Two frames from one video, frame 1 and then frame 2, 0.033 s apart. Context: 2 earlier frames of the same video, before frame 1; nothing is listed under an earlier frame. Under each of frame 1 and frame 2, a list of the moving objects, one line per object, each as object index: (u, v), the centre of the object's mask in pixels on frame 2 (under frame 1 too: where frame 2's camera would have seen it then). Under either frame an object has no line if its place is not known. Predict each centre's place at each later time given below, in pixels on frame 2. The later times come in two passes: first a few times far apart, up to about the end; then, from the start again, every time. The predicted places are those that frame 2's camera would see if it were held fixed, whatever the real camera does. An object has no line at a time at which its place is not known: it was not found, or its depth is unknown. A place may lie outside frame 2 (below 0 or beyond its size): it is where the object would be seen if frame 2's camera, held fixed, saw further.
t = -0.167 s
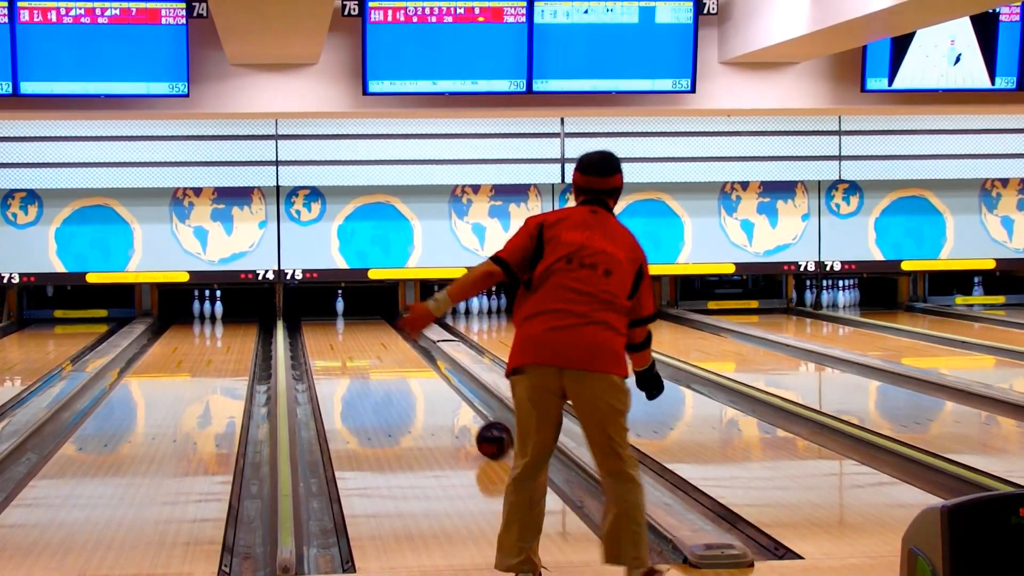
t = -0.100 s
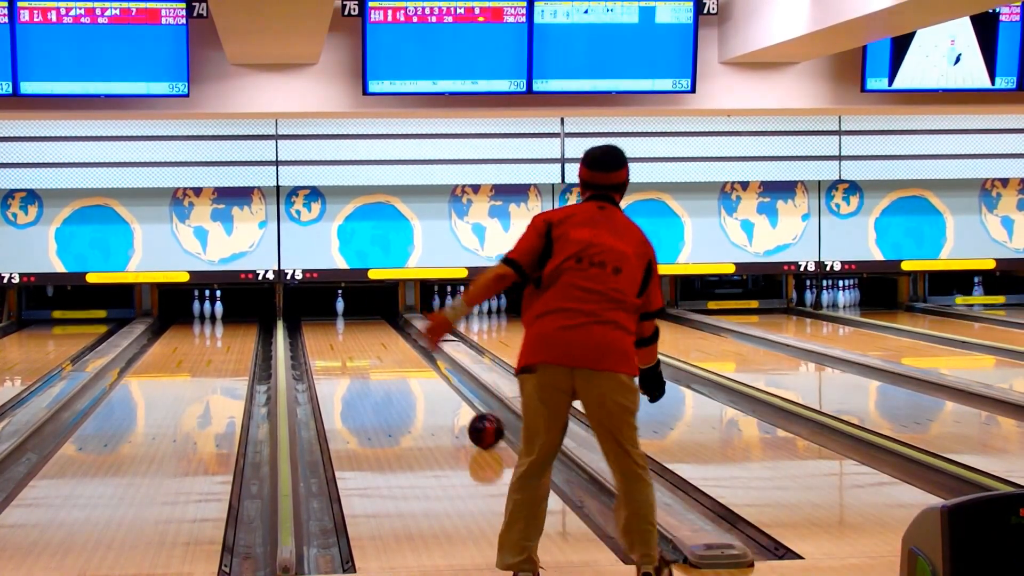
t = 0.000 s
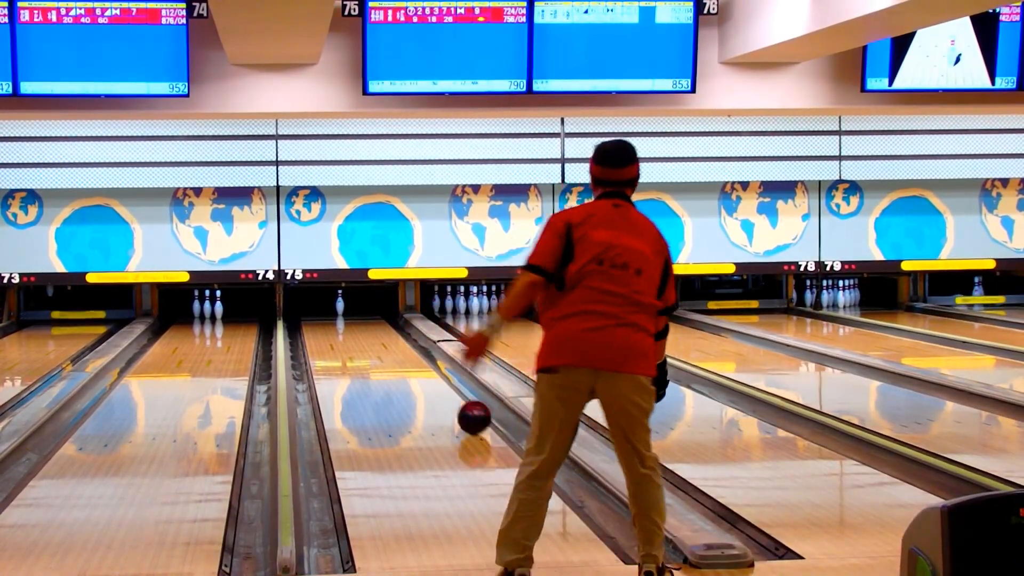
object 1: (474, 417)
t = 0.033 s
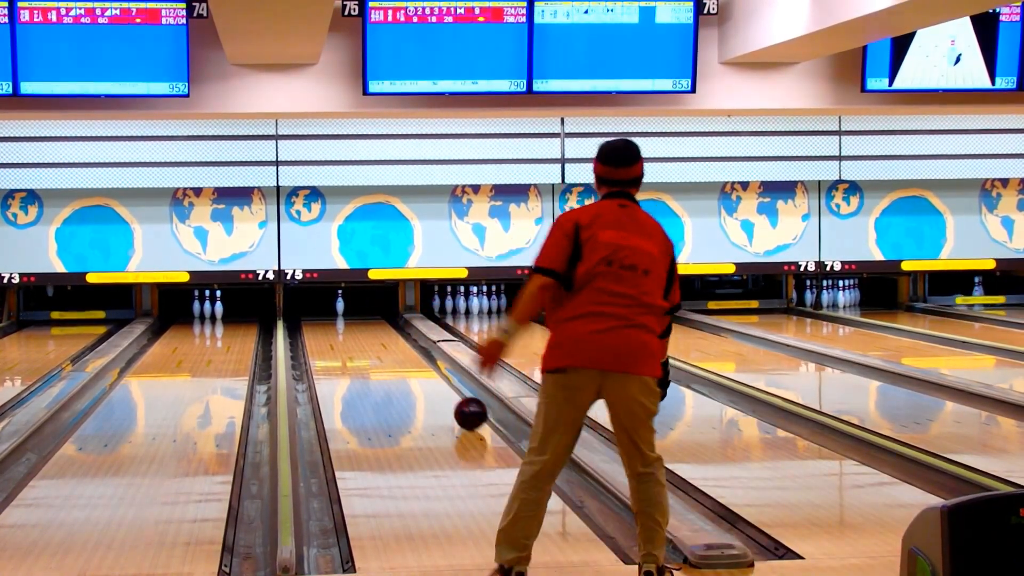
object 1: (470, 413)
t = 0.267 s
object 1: (448, 390)
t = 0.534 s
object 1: (428, 368)
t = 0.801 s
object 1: (411, 352)
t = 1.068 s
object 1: (397, 339)
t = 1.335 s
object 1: (384, 328)
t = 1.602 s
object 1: (371, 320)
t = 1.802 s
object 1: (360, 315)
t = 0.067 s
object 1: (467, 409)
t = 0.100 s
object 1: (463, 406)
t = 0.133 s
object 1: (460, 402)
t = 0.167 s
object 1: (457, 399)
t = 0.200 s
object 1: (454, 395)
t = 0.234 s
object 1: (451, 393)
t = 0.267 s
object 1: (448, 390)
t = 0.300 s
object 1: (445, 387)
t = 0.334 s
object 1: (443, 384)
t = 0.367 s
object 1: (440, 381)
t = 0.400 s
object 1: (438, 378)
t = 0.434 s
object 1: (435, 376)
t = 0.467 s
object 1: (433, 373)
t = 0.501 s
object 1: (430, 371)
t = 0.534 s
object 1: (428, 368)
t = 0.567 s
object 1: (426, 366)
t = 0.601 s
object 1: (424, 363)
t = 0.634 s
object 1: (422, 361)
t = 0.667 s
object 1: (419, 360)
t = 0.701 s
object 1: (418, 357)
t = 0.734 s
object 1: (415, 356)
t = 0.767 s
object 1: (413, 354)
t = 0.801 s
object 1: (411, 352)
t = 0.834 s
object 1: (409, 350)
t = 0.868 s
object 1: (408, 348)
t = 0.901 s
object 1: (406, 347)
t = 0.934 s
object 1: (404, 345)
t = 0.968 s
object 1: (402, 343)
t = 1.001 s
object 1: (400, 342)
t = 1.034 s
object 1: (398, 340)
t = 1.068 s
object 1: (397, 339)
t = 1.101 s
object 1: (395, 338)
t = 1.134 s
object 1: (393, 336)
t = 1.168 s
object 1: (392, 335)
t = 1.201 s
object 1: (390, 334)
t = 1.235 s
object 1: (389, 332)
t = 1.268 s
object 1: (387, 331)
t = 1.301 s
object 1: (385, 329)
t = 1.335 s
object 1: (384, 328)
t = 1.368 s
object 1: (382, 327)
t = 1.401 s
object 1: (381, 326)
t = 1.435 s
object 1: (379, 325)
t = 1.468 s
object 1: (377, 324)
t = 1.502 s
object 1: (376, 323)
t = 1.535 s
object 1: (374, 321)
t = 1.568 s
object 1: (372, 321)
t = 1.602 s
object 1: (371, 320)
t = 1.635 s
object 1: (370, 319)
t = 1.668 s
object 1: (367, 318)
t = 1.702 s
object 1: (365, 317)
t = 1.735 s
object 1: (364, 316)
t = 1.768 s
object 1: (362, 317)
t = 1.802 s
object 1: (360, 315)
